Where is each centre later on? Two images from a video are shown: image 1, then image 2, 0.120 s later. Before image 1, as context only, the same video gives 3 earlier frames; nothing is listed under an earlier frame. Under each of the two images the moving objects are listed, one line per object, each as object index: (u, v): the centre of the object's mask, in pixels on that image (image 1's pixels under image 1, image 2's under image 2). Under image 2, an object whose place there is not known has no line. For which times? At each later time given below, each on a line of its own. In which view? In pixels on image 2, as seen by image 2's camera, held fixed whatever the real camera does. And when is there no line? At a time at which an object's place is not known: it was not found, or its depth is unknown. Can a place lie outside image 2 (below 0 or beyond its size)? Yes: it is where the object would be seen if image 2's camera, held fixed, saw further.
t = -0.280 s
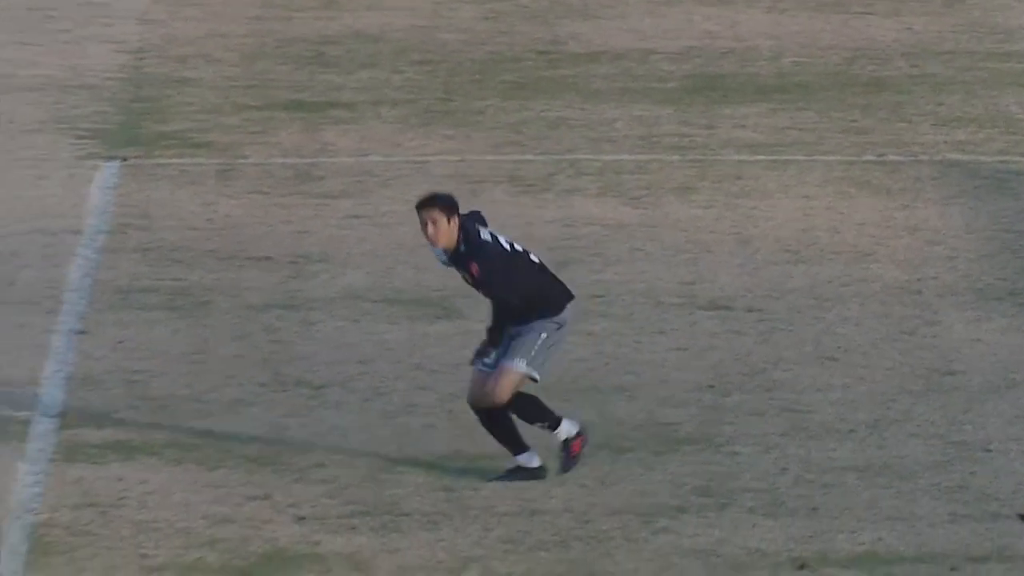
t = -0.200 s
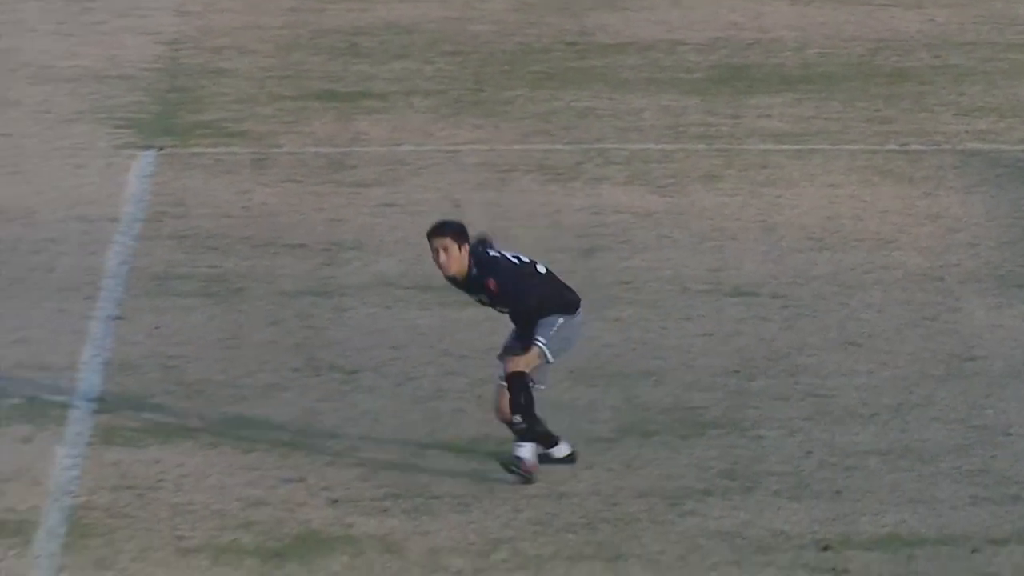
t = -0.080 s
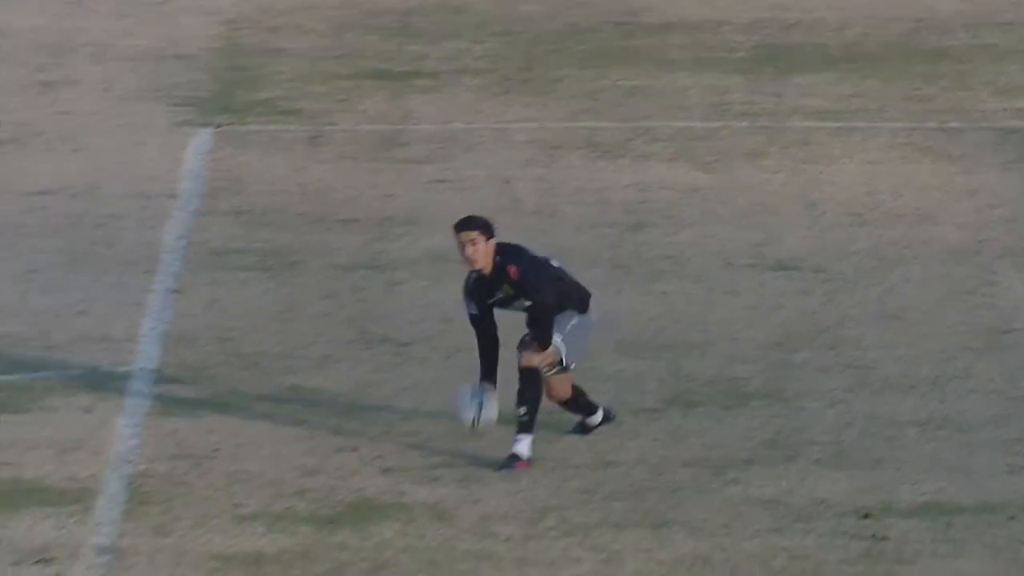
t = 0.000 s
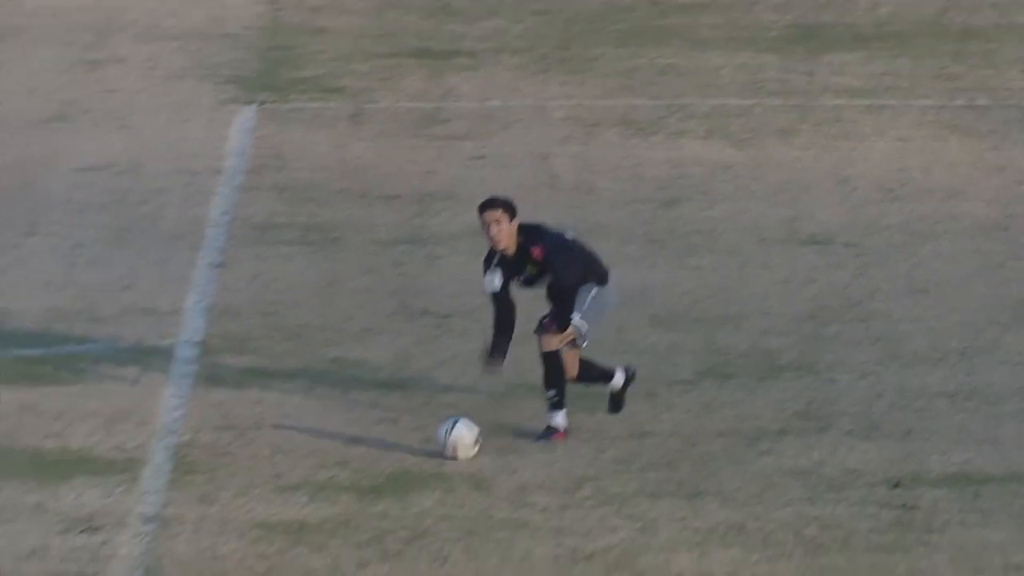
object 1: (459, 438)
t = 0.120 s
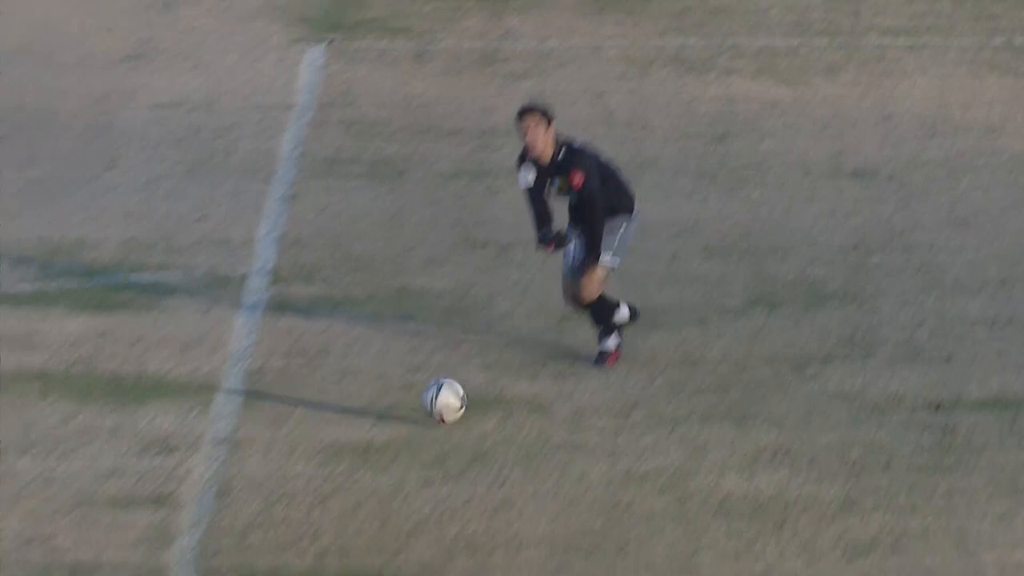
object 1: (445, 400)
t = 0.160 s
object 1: (418, 420)
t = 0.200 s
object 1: (394, 440)
